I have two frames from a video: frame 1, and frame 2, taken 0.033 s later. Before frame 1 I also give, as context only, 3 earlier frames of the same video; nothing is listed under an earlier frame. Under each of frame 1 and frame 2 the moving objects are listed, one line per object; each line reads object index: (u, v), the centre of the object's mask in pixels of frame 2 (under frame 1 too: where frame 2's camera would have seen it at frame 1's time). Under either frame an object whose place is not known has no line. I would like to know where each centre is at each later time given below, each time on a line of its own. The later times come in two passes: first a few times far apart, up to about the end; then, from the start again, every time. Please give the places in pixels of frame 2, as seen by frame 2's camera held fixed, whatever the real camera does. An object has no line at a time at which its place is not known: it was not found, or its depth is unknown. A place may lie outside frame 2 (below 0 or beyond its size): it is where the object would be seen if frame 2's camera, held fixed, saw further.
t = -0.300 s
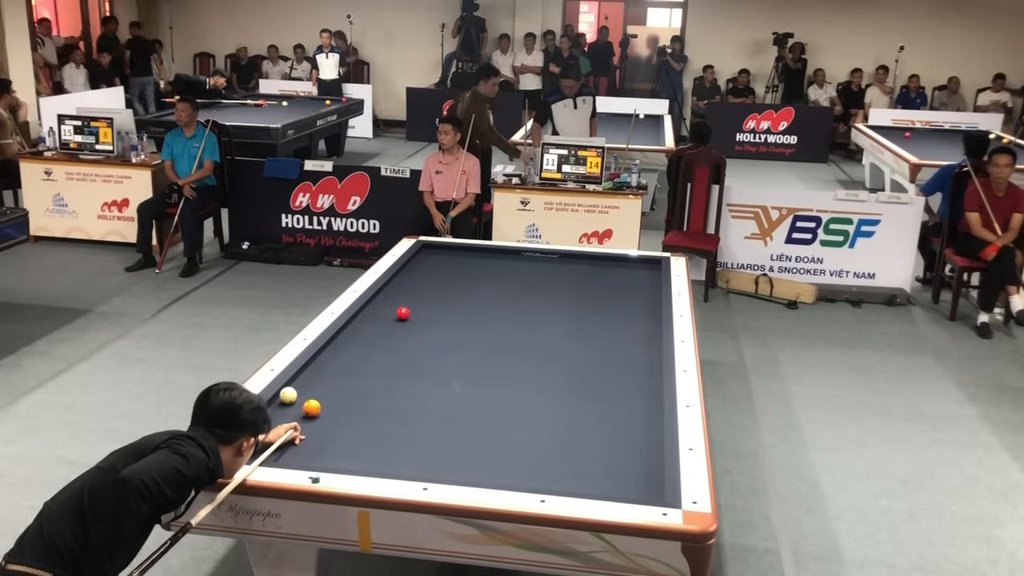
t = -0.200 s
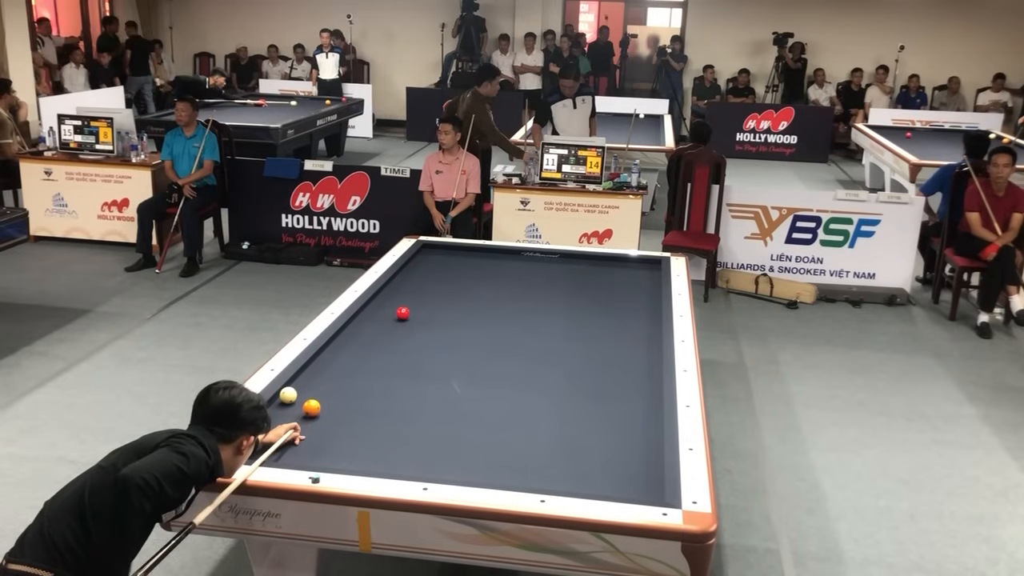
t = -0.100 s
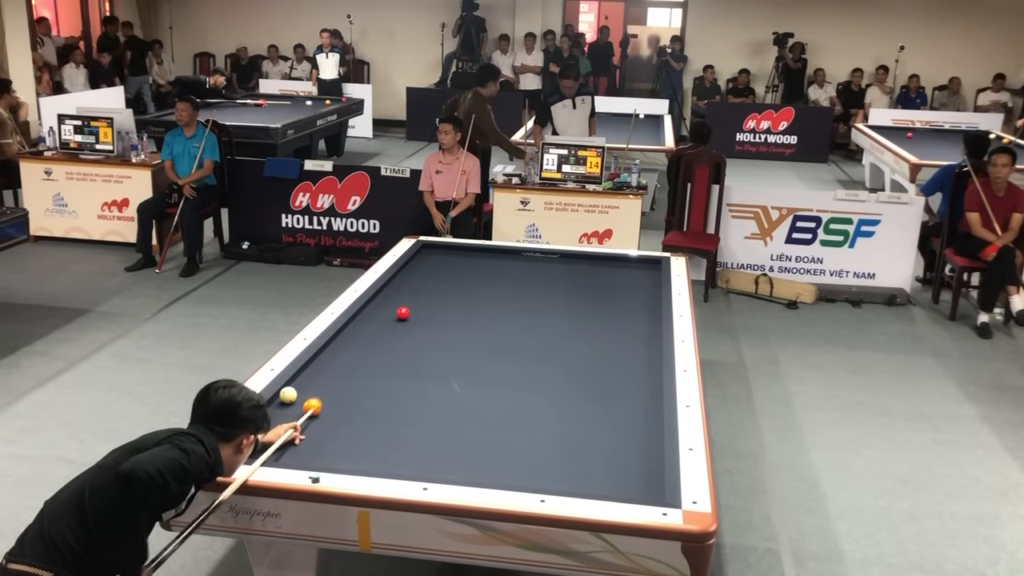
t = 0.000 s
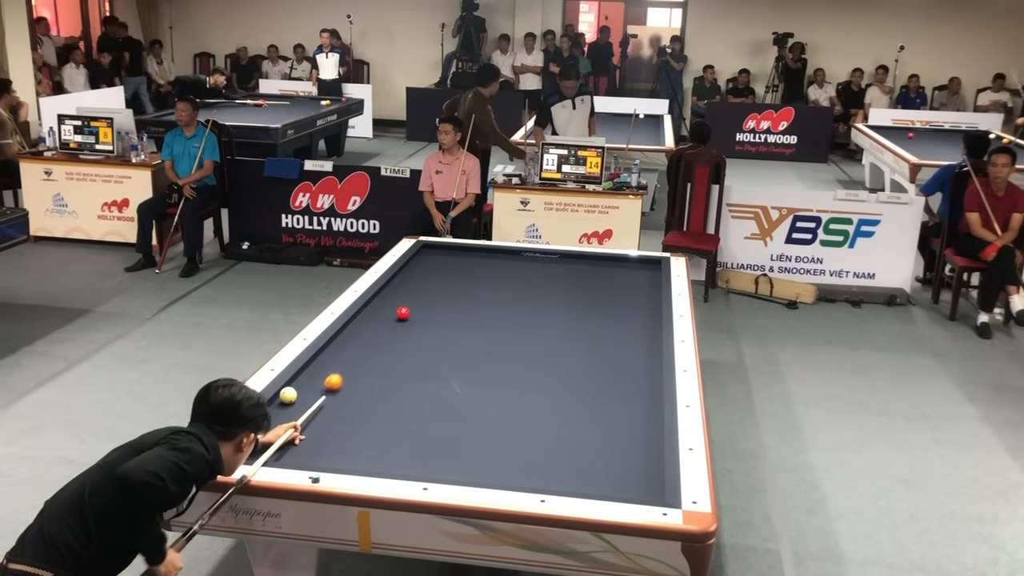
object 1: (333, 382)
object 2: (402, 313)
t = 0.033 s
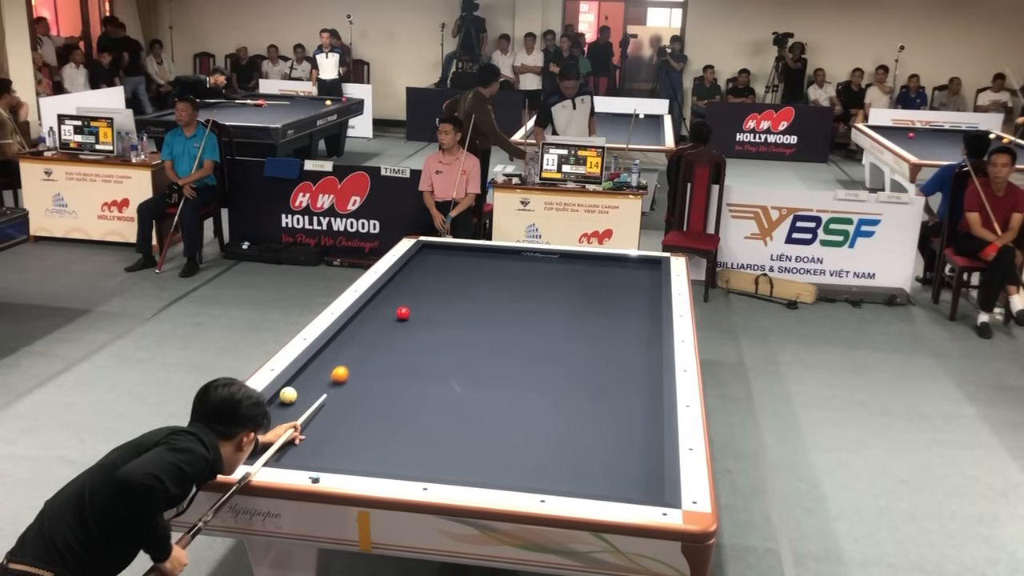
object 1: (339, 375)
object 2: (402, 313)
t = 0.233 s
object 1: (371, 338)
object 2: (402, 313)
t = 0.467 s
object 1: (382, 311)
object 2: (419, 309)
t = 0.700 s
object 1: (394, 293)
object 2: (461, 300)
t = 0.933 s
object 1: (426, 279)
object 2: (496, 293)
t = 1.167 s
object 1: (454, 266)
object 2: (527, 286)
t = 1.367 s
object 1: (477, 256)
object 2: (553, 281)
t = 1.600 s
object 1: (498, 255)
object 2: (582, 275)
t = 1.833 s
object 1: (518, 264)
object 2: (608, 269)
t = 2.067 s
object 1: (539, 273)
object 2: (634, 263)
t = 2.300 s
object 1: (562, 283)
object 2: (655, 262)
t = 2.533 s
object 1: (585, 293)
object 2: (646, 265)
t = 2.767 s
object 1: (609, 303)
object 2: (637, 268)
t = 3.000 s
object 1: (635, 314)
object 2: (627, 271)
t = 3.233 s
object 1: (650, 325)
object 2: (617, 274)
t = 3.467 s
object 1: (633, 333)
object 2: (608, 276)
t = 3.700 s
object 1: (616, 341)
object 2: (598, 279)
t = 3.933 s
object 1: (598, 350)
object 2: (589, 281)
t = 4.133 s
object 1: (582, 358)
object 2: (581, 283)
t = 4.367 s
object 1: (563, 367)
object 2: (572, 286)
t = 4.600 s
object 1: (543, 377)
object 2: (562, 289)
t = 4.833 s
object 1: (523, 387)
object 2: (553, 291)
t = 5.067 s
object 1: (501, 397)
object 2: (544, 294)
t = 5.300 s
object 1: (479, 408)
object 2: (535, 296)
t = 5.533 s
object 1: (456, 420)
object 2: (526, 298)
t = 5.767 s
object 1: (432, 431)
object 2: (518, 300)
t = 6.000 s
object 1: (407, 444)
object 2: (509, 303)
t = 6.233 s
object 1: (381, 456)
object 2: (501, 305)
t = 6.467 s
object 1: (356, 463)
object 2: (494, 307)
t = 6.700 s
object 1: (344, 456)
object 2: (486, 309)
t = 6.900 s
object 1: (332, 448)
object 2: (479, 310)
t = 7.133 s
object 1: (321, 439)
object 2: (472, 313)
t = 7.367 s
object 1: (310, 431)
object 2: (465, 314)
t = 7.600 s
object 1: (300, 423)
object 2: (459, 316)
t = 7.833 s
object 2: (452, 317)
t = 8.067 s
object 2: (446, 319)
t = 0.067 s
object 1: (346, 368)
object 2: (402, 313)
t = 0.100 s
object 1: (351, 361)
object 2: (402, 313)
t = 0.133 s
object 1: (356, 355)
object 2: (402, 313)
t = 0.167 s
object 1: (361, 349)
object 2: (402, 313)
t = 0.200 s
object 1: (366, 344)
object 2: (402, 313)
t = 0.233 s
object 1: (371, 338)
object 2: (402, 313)
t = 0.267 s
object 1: (375, 333)
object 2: (402, 313)
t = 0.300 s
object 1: (380, 329)
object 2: (402, 313)
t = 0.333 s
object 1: (384, 324)
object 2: (402, 313)
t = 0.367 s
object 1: (388, 320)
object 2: (402, 313)
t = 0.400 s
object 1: (390, 316)
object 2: (404, 313)
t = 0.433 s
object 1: (386, 313)
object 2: (411, 311)
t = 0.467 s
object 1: (382, 311)
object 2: (419, 309)
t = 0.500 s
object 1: (378, 308)
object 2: (425, 308)
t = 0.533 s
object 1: (375, 305)
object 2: (433, 306)
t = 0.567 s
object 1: (373, 302)
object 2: (439, 305)
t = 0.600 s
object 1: (377, 300)
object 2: (445, 304)
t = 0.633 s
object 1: (383, 298)
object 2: (451, 302)
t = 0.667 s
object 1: (388, 296)
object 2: (456, 301)
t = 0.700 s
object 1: (394, 293)
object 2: (461, 300)
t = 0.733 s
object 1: (398, 291)
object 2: (466, 299)
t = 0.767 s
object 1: (403, 289)
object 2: (471, 298)
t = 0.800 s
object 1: (408, 287)
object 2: (476, 297)
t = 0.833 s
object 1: (413, 285)
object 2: (481, 296)
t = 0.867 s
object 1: (417, 283)
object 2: (486, 295)
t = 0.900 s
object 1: (422, 281)
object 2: (491, 294)
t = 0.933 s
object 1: (426, 279)
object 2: (496, 293)
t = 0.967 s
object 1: (430, 277)
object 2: (500, 292)
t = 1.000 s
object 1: (435, 275)
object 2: (505, 291)
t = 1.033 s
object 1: (439, 273)
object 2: (509, 290)
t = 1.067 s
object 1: (443, 271)
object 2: (514, 289)
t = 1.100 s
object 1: (447, 269)
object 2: (518, 288)
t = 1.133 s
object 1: (451, 267)
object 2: (523, 287)
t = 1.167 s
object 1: (454, 266)
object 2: (527, 286)
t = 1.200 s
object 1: (459, 264)
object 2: (532, 285)
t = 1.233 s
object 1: (462, 262)
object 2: (536, 284)
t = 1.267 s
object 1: (466, 261)
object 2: (540, 284)
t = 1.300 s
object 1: (470, 259)
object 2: (544, 282)
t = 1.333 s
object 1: (473, 257)
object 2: (549, 282)
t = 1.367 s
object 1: (477, 256)
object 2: (553, 281)
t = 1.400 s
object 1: (480, 254)
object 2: (557, 280)
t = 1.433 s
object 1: (484, 252)
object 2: (561, 279)
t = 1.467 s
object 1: (487, 250)
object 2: (565, 278)
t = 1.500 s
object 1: (490, 250)
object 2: (570, 277)
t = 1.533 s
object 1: (493, 251)
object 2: (573, 276)
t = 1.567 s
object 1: (495, 253)
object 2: (577, 276)
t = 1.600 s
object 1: (498, 255)
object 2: (582, 275)
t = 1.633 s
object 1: (501, 256)
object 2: (586, 274)
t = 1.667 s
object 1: (504, 258)
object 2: (589, 273)
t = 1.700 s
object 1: (507, 259)
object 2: (593, 272)
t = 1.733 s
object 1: (510, 261)
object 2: (597, 271)
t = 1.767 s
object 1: (513, 262)
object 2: (601, 271)
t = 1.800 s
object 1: (516, 263)
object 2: (605, 270)
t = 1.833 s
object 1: (518, 264)
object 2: (608, 269)
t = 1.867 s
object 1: (521, 266)
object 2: (612, 268)
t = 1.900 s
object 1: (524, 267)
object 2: (616, 267)
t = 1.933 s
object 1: (527, 268)
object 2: (619, 266)
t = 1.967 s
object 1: (530, 269)
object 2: (623, 266)
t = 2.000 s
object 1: (534, 271)
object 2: (627, 265)
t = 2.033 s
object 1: (536, 272)
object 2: (630, 264)
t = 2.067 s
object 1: (539, 273)
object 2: (634, 263)
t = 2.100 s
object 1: (542, 275)
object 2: (637, 263)
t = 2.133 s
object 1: (545, 276)
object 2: (640, 262)
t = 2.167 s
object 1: (549, 277)
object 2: (644, 261)
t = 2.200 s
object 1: (552, 279)
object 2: (647, 260)
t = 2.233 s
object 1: (555, 280)
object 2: (650, 261)
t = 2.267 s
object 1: (558, 281)
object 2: (652, 261)
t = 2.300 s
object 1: (562, 283)
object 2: (655, 262)
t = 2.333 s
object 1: (565, 284)
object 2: (655, 263)
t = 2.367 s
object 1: (568, 285)
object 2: (653, 263)
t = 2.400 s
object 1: (571, 287)
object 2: (652, 264)
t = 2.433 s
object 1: (575, 289)
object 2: (650, 264)
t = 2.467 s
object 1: (578, 290)
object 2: (649, 264)
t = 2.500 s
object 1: (582, 291)
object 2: (648, 265)
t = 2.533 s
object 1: (585, 293)
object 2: (646, 265)
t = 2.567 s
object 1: (588, 294)
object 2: (645, 265)
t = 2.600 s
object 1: (592, 296)
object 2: (644, 266)
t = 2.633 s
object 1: (595, 297)
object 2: (642, 267)
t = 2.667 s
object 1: (599, 299)
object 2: (641, 267)
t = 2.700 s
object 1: (602, 300)
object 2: (639, 268)
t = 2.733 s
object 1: (606, 302)
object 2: (638, 268)
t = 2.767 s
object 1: (609, 303)
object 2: (637, 268)
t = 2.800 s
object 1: (613, 305)
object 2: (635, 268)
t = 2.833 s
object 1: (616, 306)
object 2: (634, 269)
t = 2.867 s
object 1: (620, 308)
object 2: (632, 269)
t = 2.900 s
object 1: (624, 309)
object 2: (631, 269)
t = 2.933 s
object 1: (628, 311)
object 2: (630, 270)
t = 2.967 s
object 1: (632, 313)
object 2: (628, 270)
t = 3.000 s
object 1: (635, 314)
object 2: (627, 271)
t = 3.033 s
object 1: (639, 316)
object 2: (625, 271)
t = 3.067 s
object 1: (643, 318)
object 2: (624, 272)
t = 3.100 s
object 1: (647, 319)
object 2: (623, 272)
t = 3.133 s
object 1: (651, 321)
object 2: (621, 272)
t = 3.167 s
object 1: (655, 323)
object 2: (620, 273)
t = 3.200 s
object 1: (653, 324)
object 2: (619, 273)
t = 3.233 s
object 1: (650, 325)
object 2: (617, 274)
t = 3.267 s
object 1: (647, 326)
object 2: (616, 274)
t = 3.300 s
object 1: (645, 327)
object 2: (615, 274)
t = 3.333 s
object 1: (642, 328)
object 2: (613, 275)
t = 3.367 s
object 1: (640, 330)
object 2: (612, 275)
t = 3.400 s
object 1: (638, 331)
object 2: (610, 276)
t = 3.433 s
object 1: (635, 332)
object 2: (609, 276)
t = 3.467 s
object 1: (633, 333)
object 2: (608, 276)
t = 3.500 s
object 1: (631, 334)
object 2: (606, 276)
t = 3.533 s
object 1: (628, 335)
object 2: (605, 277)
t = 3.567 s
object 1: (626, 337)
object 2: (604, 277)
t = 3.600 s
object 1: (623, 338)
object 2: (602, 278)
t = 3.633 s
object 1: (621, 339)
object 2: (601, 278)
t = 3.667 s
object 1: (618, 340)
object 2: (599, 278)
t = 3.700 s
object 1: (616, 341)
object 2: (598, 279)
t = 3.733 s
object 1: (613, 343)
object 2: (597, 279)
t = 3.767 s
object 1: (611, 344)
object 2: (595, 280)
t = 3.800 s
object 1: (608, 345)
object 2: (594, 280)
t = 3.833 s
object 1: (606, 346)
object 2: (593, 280)
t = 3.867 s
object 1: (603, 348)
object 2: (591, 280)
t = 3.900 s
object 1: (600, 349)
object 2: (590, 281)
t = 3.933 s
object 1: (598, 350)
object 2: (589, 281)
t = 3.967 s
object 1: (595, 351)
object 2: (587, 282)
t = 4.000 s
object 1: (592, 353)
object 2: (586, 282)
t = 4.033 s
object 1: (590, 354)
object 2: (584, 282)
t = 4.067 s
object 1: (587, 355)
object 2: (583, 283)
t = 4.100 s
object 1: (585, 356)
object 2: (582, 283)
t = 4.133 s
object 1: (582, 358)
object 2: (581, 283)
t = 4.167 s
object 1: (579, 359)
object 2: (579, 284)
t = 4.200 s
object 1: (576, 360)
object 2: (578, 284)
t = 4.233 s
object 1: (574, 362)
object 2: (576, 285)
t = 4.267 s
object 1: (571, 363)
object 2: (575, 285)
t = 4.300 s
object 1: (568, 364)
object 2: (574, 286)
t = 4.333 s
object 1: (566, 366)
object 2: (572, 286)
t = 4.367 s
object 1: (563, 367)
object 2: (572, 286)
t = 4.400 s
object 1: (560, 369)
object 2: (570, 286)
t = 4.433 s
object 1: (557, 370)
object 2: (569, 287)
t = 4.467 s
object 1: (554, 371)
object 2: (567, 287)
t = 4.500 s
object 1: (551, 372)
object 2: (566, 288)
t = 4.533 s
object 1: (549, 374)
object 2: (565, 288)
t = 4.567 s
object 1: (546, 375)
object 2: (563, 288)
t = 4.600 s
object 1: (543, 377)
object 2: (562, 289)
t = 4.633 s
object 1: (540, 378)
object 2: (561, 289)
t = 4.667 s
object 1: (537, 380)
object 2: (559, 289)
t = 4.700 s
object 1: (534, 381)
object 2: (558, 290)
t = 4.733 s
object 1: (531, 382)
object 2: (557, 290)
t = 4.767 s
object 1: (529, 384)
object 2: (555, 290)
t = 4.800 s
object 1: (526, 385)
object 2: (554, 291)
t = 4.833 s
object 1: (523, 387)
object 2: (553, 291)
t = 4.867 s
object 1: (520, 388)
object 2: (551, 292)
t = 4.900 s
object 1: (517, 390)
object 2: (550, 292)
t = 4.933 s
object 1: (514, 391)
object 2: (549, 292)
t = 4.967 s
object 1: (511, 393)
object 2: (548, 292)
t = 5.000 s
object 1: (507, 394)
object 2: (546, 293)
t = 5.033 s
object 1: (504, 396)
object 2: (545, 293)
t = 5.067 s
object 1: (501, 397)
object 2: (544, 294)
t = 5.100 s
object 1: (498, 399)
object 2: (542, 294)
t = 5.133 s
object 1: (495, 400)
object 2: (541, 294)
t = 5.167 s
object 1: (492, 402)
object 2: (540, 294)
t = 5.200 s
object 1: (489, 403)
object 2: (539, 295)
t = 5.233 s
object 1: (485, 405)
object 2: (537, 295)
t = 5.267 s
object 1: (482, 406)
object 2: (536, 295)
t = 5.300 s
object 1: (479, 408)
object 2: (535, 296)
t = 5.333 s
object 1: (476, 410)
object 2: (533, 296)
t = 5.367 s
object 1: (473, 411)
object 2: (532, 297)
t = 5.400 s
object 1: (469, 413)
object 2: (531, 297)
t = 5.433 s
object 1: (466, 414)
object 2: (530, 297)
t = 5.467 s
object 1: (463, 416)
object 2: (529, 298)
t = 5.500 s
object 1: (460, 418)
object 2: (527, 298)
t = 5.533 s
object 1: (456, 420)
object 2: (526, 298)
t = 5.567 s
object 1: (453, 421)
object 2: (525, 298)
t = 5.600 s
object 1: (450, 422)
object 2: (524, 299)
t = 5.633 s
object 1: (446, 425)
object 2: (522, 299)
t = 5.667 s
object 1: (443, 426)
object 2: (521, 300)
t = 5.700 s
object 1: (439, 428)
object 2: (520, 300)
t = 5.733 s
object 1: (436, 429)
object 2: (519, 300)
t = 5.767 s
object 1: (432, 431)
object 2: (518, 300)
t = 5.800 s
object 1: (429, 433)
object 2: (516, 301)
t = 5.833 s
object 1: (425, 434)
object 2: (515, 301)
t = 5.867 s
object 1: (422, 436)
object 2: (514, 301)
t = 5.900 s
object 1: (418, 438)
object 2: (513, 302)
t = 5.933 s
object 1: (414, 440)
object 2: (512, 302)
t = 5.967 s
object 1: (411, 442)
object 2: (510, 302)
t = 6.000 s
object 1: (407, 444)
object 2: (509, 303)
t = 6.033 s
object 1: (403, 446)
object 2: (508, 303)
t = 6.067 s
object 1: (400, 447)
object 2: (507, 303)
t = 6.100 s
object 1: (396, 449)
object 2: (506, 304)
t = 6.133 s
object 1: (393, 451)
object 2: (505, 304)
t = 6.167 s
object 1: (389, 453)
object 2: (504, 304)
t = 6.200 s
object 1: (385, 454)
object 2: (502, 305)
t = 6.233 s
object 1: (381, 456)
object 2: (501, 305)
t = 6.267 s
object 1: (378, 458)
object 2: (500, 305)
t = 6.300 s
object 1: (374, 460)
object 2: (499, 306)
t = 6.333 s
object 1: (370, 461)
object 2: (498, 306)
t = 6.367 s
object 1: (367, 462)
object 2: (497, 306)
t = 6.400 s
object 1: (362, 463)
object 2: (496, 306)
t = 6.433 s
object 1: (358, 464)
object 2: (495, 307)
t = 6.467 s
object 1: (356, 463)
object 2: (494, 307)
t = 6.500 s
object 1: (354, 462)
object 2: (492, 307)
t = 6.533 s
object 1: (353, 461)
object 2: (491, 308)
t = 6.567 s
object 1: (351, 460)
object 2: (490, 308)
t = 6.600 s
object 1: (349, 459)
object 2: (489, 308)
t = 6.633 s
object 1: (347, 458)
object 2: (488, 309)
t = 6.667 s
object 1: (346, 458)
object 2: (487, 309)
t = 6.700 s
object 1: (344, 456)
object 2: (486, 309)
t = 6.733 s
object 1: (341, 454)
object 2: (485, 309)
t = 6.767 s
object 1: (340, 453)
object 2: (483, 309)
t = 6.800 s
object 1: (338, 452)
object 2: (482, 309)
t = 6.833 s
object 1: (336, 450)
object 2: (481, 310)
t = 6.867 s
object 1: (334, 449)
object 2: (480, 310)
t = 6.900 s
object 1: (332, 448)
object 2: (479, 310)
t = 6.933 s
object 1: (331, 447)
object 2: (478, 311)
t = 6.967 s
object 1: (329, 445)
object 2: (477, 311)
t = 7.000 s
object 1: (328, 444)
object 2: (476, 311)
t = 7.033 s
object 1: (326, 443)
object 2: (475, 311)
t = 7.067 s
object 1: (324, 441)
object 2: (474, 312)
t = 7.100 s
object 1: (323, 440)
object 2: (473, 312)
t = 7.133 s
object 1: (321, 439)
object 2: (472, 313)
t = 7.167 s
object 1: (319, 438)
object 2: (471, 313)
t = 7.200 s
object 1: (317, 437)
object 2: (470, 313)
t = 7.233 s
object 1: (316, 436)
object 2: (469, 314)
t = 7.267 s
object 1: (314, 435)
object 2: (468, 314)
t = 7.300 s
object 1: (313, 433)
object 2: (467, 314)
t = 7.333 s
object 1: (311, 432)
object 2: (466, 314)
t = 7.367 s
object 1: (310, 431)
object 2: (465, 314)
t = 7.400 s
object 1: (308, 430)
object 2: (464, 315)
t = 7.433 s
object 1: (307, 429)
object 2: (463, 315)
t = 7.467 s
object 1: (305, 428)
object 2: (462, 315)
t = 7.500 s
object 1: (304, 427)
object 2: (461, 315)
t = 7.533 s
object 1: (303, 426)
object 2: (460, 316)
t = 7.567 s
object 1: (301, 424)
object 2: (460, 316)
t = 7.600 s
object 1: (300, 423)
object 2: (459, 316)
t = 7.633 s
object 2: (458, 316)
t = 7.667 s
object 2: (457, 317)
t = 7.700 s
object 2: (456, 317)
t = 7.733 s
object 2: (455, 317)
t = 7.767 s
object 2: (454, 317)
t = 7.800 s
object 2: (453, 317)
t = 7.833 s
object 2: (452, 317)
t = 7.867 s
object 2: (451, 318)
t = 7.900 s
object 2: (450, 318)
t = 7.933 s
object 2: (450, 318)
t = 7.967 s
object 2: (449, 318)
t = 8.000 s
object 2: (448, 319)
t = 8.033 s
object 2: (447, 319)
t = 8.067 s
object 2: (446, 319)
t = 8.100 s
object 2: (445, 319)
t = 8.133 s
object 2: (445, 319)
